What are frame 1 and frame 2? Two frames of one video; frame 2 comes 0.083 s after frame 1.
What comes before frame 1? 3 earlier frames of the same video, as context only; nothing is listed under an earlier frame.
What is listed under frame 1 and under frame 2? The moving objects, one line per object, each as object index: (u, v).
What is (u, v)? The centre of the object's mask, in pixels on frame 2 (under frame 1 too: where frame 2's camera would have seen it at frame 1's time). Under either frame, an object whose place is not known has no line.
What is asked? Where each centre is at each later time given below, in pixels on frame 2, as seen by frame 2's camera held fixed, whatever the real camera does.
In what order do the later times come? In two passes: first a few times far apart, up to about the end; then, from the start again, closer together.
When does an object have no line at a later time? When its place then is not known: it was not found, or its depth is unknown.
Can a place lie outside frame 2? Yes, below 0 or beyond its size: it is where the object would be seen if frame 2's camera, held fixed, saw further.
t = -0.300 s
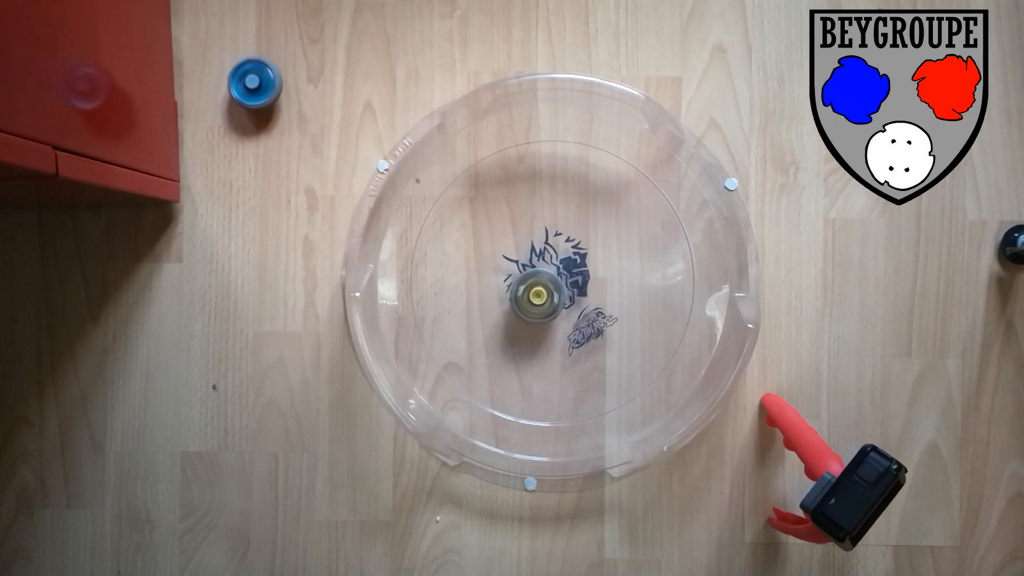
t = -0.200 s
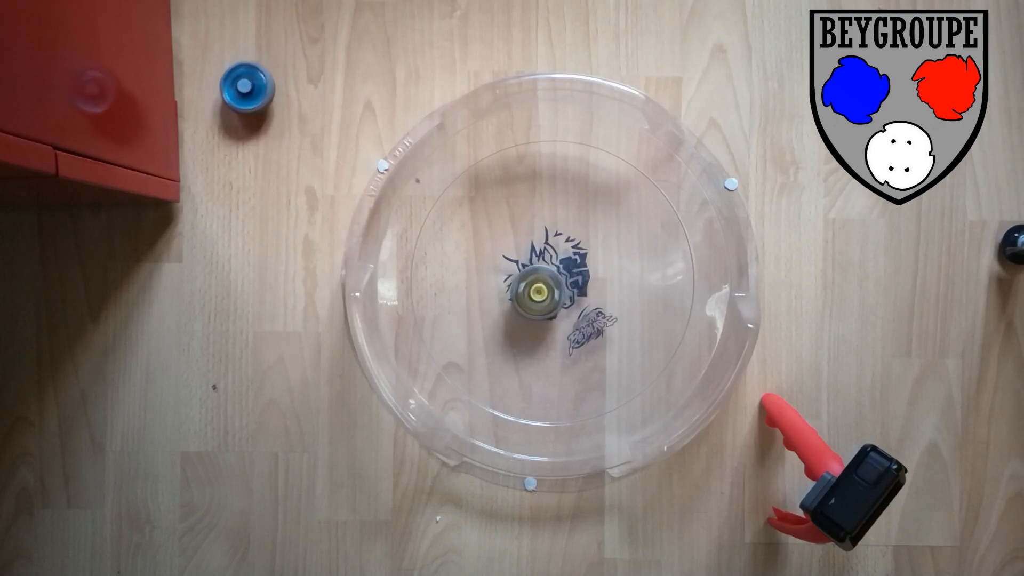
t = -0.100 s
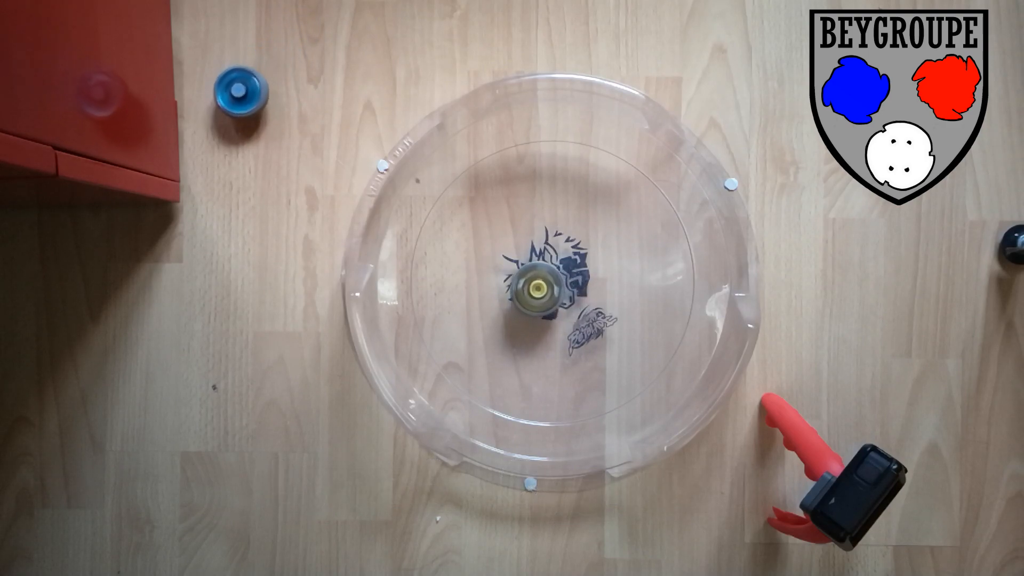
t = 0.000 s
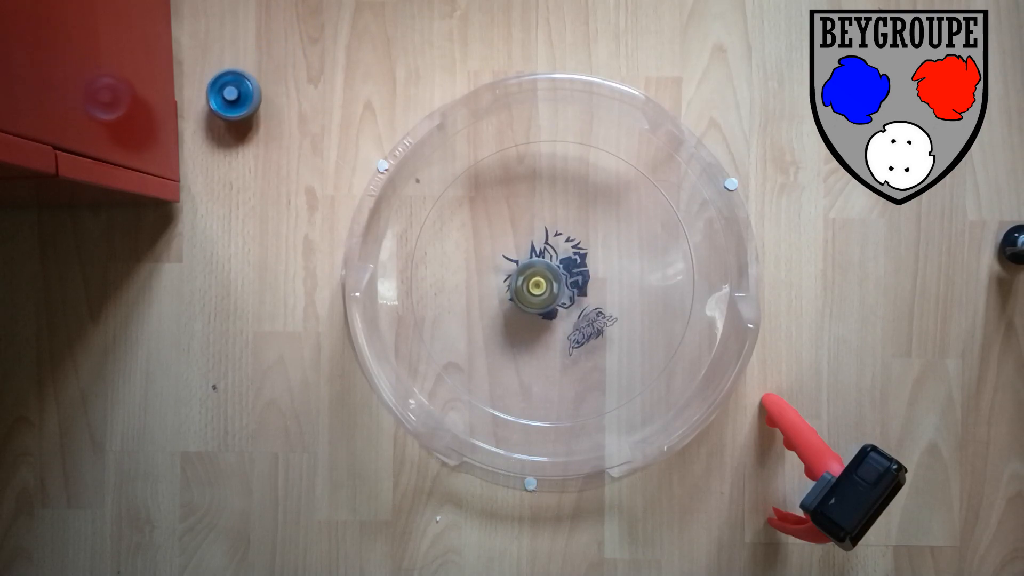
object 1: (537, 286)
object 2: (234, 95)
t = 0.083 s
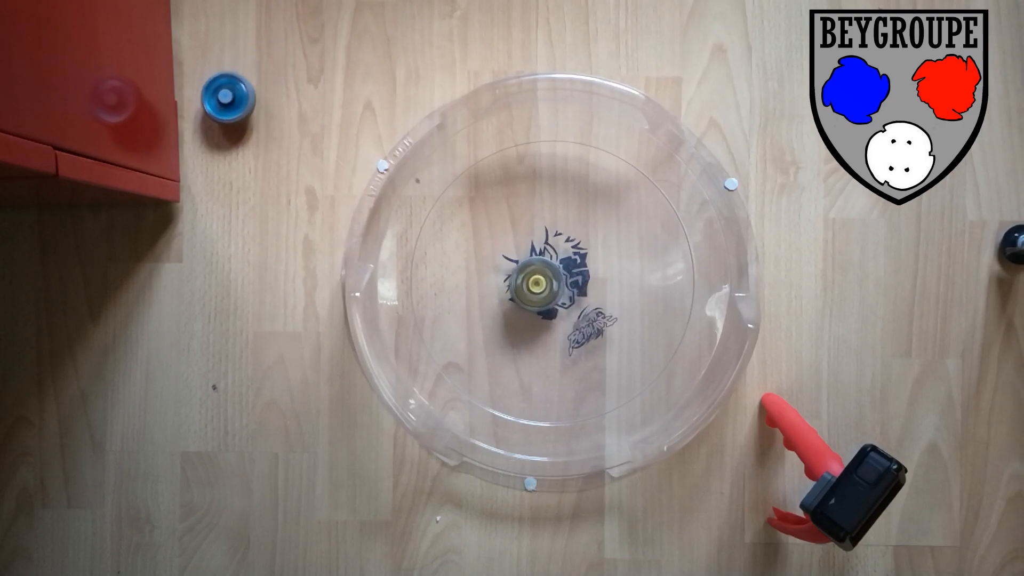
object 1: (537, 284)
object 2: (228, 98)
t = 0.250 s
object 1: (538, 281)
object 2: (217, 103)
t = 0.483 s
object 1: (542, 275)
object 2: (200, 109)
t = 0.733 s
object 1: (547, 268)
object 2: (211, 113)
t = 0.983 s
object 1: (552, 264)
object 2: (202, 115)
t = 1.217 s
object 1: (555, 264)
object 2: (208, 112)
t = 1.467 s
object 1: (560, 272)
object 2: (214, 108)
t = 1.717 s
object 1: (566, 278)
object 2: (220, 105)
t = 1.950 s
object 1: (567, 283)
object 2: (226, 105)
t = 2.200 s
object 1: (565, 289)
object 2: (230, 108)
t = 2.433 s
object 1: (562, 295)
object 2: (236, 109)
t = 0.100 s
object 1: (537, 284)
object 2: (227, 99)
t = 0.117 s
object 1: (537, 283)
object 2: (226, 99)
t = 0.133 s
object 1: (537, 283)
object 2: (225, 100)
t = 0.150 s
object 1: (537, 283)
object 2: (224, 100)
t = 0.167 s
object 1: (537, 282)
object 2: (223, 100)
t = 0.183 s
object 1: (537, 282)
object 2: (221, 101)
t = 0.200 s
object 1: (537, 282)
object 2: (220, 102)
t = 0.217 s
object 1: (537, 282)
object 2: (219, 102)
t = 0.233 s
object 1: (537, 281)
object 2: (218, 103)
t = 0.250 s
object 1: (538, 281)
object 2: (217, 103)
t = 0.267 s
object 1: (538, 280)
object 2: (215, 104)
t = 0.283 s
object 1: (538, 280)
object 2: (215, 105)
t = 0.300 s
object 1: (538, 279)
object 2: (214, 106)
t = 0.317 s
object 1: (539, 279)
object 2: (212, 106)
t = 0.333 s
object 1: (539, 278)
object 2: (211, 106)
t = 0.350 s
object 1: (540, 278)
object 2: (210, 106)
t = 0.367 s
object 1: (540, 277)
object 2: (209, 107)
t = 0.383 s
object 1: (540, 277)
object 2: (207, 107)
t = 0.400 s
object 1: (541, 276)
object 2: (206, 107)
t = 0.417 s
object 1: (541, 276)
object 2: (205, 107)
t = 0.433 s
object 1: (541, 275)
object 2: (204, 108)
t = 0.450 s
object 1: (541, 275)
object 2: (203, 108)
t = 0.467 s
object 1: (542, 275)
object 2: (202, 108)
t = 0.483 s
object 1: (542, 275)
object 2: (200, 109)
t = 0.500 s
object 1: (542, 274)
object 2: (200, 109)
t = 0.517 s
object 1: (542, 274)
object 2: (204, 110)
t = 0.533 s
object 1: (542, 273)
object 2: (207, 111)
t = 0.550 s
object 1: (543, 273)
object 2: (209, 111)
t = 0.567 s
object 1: (543, 273)
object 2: (210, 112)
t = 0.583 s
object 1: (544, 272)
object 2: (212, 112)
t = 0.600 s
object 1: (544, 272)
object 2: (213, 112)
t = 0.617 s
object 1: (544, 271)
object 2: (213, 113)
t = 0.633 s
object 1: (545, 271)
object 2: (213, 113)
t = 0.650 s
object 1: (545, 271)
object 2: (213, 113)
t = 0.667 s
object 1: (546, 270)
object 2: (213, 113)
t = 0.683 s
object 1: (546, 270)
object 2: (212, 113)
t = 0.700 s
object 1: (546, 269)
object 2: (212, 113)
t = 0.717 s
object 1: (547, 269)
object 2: (211, 113)
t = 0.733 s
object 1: (547, 268)
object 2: (211, 113)
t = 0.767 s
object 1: (547, 268)
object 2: (210, 113)
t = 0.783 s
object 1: (548, 268)
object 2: (209, 113)
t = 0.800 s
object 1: (548, 267)
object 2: (208, 113)
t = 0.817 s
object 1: (548, 267)
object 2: (208, 113)
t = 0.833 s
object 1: (549, 267)
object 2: (207, 113)
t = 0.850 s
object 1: (549, 267)
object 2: (206, 113)
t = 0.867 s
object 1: (550, 266)
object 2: (205, 114)
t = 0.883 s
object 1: (550, 266)
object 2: (205, 114)
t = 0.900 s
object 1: (551, 266)
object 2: (204, 114)
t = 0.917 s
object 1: (551, 265)
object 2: (204, 115)
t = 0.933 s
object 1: (551, 265)
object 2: (203, 115)
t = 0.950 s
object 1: (552, 265)
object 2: (202, 114)
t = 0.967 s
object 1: (552, 265)
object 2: (202, 115)
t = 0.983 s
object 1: (552, 264)
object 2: (202, 115)
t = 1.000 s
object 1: (552, 264)
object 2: (201, 114)
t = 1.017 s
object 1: (553, 264)
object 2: (201, 114)
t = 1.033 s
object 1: (553, 264)
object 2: (200, 114)
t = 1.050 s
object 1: (553, 263)
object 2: (201, 114)
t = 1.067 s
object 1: (553, 263)
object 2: (203, 113)
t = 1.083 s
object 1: (553, 263)
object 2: (204, 113)
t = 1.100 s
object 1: (554, 263)
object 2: (206, 113)
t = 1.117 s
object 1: (554, 263)
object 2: (206, 113)
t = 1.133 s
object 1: (554, 263)
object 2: (207, 112)
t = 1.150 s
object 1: (554, 263)
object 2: (207, 112)
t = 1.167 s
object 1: (554, 264)
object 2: (207, 112)
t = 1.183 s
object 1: (554, 264)
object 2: (207, 112)
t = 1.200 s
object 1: (555, 264)
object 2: (208, 112)
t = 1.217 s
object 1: (555, 264)
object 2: (208, 112)
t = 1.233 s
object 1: (555, 265)
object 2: (209, 112)
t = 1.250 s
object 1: (555, 265)
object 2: (209, 112)
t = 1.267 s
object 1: (555, 266)
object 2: (209, 112)
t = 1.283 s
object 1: (555, 266)
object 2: (210, 111)
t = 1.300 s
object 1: (556, 267)
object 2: (210, 110)
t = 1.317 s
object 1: (556, 267)
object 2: (210, 110)
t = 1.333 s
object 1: (556, 268)
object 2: (211, 110)
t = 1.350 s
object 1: (556, 268)
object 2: (211, 110)
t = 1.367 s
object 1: (557, 269)
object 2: (212, 110)
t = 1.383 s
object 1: (558, 269)
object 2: (212, 110)
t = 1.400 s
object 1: (558, 270)
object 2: (212, 109)
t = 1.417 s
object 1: (559, 271)
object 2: (213, 108)
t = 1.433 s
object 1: (559, 271)
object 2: (213, 108)
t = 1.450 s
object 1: (560, 272)
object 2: (214, 108)
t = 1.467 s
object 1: (560, 272)
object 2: (214, 108)
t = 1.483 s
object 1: (561, 273)
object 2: (214, 107)
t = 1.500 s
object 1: (561, 273)
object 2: (215, 108)
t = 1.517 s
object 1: (562, 273)
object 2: (215, 108)
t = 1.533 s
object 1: (562, 274)
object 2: (215, 108)
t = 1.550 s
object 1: (562, 274)
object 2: (215, 107)
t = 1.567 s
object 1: (563, 275)
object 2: (216, 106)
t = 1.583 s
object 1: (563, 275)
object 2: (216, 105)
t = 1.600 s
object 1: (564, 275)
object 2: (217, 105)
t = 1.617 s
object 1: (564, 276)
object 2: (217, 105)
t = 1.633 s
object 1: (565, 276)
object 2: (217, 105)
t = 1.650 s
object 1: (565, 277)
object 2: (218, 105)
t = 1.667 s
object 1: (565, 277)
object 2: (219, 105)
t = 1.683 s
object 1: (566, 278)
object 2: (219, 105)
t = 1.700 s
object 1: (566, 278)
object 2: (220, 105)
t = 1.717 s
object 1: (566, 278)
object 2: (220, 105)
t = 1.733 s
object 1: (567, 279)
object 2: (221, 104)
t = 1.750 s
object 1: (567, 279)
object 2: (221, 104)
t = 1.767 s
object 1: (567, 279)
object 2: (222, 104)
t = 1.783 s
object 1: (567, 280)
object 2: (222, 104)
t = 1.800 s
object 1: (567, 280)
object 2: (223, 104)
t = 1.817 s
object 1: (568, 280)
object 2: (223, 104)
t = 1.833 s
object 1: (568, 281)
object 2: (224, 104)
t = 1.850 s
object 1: (568, 281)
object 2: (224, 104)
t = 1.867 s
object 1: (568, 281)
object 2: (225, 104)
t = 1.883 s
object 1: (567, 282)
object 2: (225, 104)
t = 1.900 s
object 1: (567, 282)
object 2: (226, 104)
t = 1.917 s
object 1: (567, 282)
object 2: (226, 104)
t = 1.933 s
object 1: (567, 282)
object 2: (226, 105)
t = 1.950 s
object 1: (567, 283)
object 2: (226, 105)
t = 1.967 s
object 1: (567, 283)
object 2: (227, 105)
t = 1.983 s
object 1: (567, 283)
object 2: (227, 105)
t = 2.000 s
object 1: (566, 284)
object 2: (227, 105)
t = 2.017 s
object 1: (566, 284)
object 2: (227, 106)
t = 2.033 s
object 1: (566, 285)
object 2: (227, 106)
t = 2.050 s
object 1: (566, 285)
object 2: (227, 107)
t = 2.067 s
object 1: (565, 286)
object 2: (227, 107)
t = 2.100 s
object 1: (565, 286)
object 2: (227, 108)
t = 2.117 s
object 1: (565, 287)
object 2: (228, 108)
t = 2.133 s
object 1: (565, 287)
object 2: (228, 107)
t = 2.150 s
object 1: (565, 288)
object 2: (229, 107)
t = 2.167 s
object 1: (565, 288)
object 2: (229, 107)
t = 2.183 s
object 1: (565, 289)
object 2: (230, 108)
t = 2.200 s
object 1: (565, 289)
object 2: (230, 108)
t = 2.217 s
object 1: (564, 290)
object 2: (231, 108)
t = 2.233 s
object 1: (564, 290)
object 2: (231, 109)
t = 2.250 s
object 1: (564, 290)
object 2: (231, 109)
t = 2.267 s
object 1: (564, 291)
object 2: (231, 109)
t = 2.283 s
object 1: (563, 291)
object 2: (232, 109)
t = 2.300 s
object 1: (563, 292)
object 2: (232, 108)
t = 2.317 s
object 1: (563, 292)
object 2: (233, 108)
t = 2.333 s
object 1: (562, 292)
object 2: (233, 108)
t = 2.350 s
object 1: (562, 293)
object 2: (234, 108)
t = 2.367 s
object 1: (562, 293)
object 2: (234, 108)
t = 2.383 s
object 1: (562, 294)
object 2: (234, 108)
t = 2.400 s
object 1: (561, 294)
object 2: (235, 109)
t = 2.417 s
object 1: (562, 295)
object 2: (236, 109)
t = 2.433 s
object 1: (562, 295)
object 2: (236, 109)
